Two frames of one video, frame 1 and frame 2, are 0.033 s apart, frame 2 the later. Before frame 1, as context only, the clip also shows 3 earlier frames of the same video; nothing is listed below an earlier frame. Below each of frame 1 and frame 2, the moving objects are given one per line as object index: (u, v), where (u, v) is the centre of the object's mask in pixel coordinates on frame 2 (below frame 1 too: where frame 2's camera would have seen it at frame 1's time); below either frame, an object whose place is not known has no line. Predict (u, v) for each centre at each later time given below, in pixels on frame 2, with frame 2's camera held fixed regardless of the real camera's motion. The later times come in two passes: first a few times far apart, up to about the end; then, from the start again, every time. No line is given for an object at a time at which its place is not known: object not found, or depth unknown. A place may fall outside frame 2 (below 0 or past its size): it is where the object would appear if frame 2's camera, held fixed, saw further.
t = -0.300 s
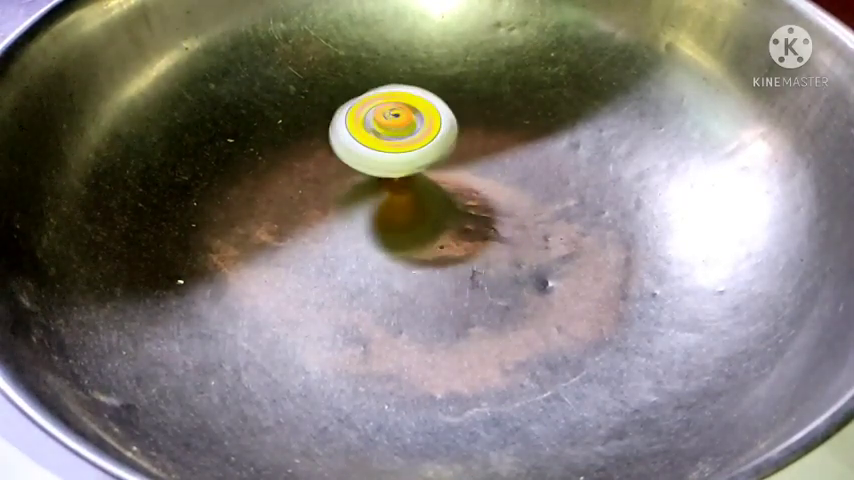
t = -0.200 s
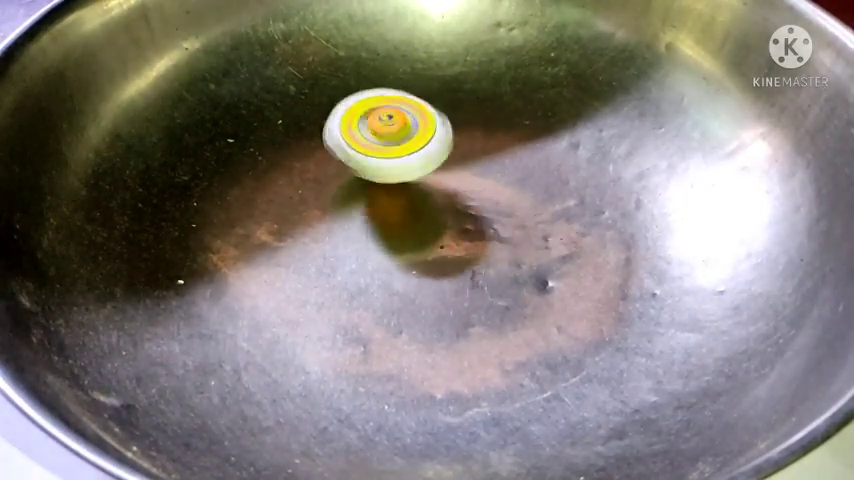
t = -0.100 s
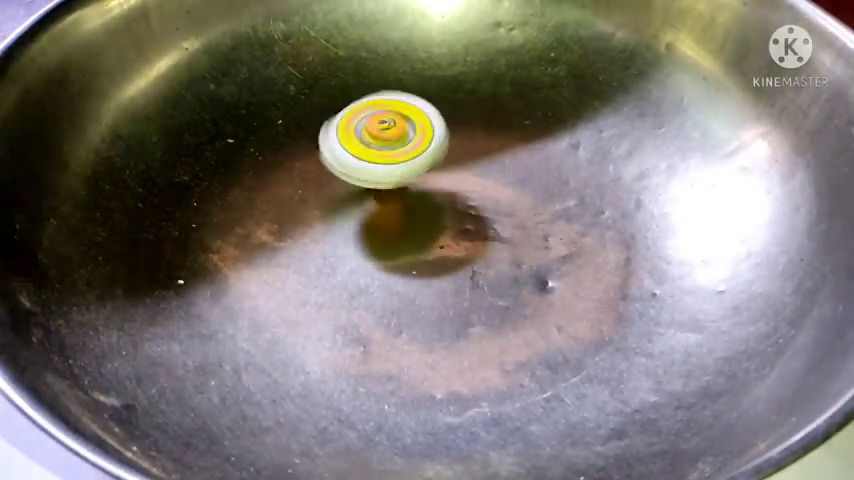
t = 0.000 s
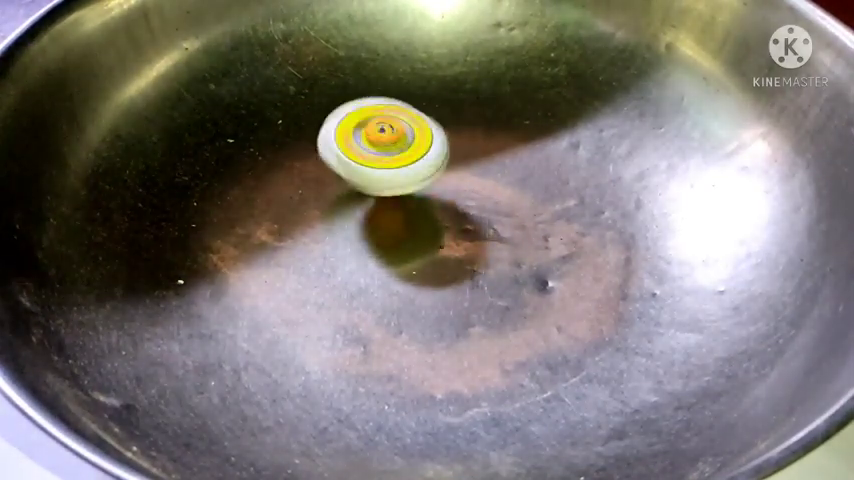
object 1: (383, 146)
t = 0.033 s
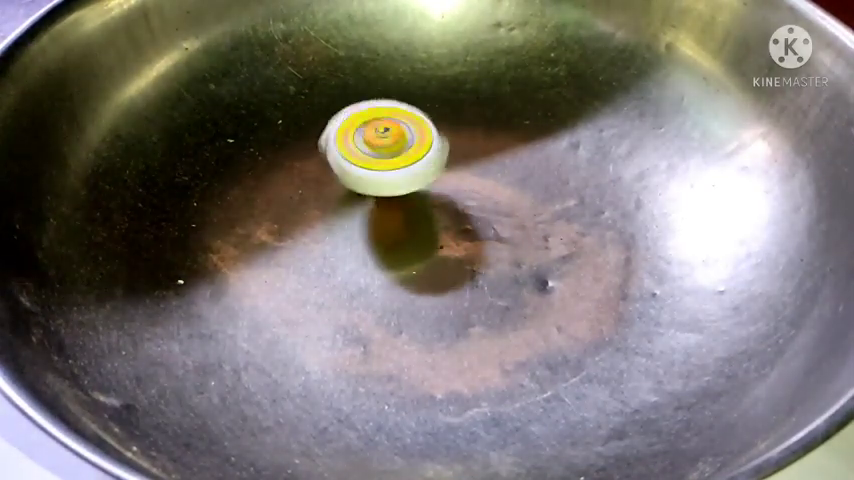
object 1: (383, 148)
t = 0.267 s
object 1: (387, 153)
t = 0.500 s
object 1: (390, 149)
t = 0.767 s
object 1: (392, 140)
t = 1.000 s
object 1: (394, 134)
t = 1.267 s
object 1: (402, 138)
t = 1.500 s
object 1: (416, 141)
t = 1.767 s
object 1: (421, 137)
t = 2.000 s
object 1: (403, 133)
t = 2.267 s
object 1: (377, 135)
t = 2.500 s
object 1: (362, 146)
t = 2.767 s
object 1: (358, 156)
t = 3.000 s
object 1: (361, 161)
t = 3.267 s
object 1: (370, 162)
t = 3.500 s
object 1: (380, 158)
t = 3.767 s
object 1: (396, 148)
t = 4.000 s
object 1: (407, 133)
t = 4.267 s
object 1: (406, 128)
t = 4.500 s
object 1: (403, 132)
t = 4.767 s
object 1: (394, 145)
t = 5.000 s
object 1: (378, 145)
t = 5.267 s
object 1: (368, 142)
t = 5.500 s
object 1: (384, 137)
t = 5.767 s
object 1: (404, 144)
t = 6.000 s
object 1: (414, 153)
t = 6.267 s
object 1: (406, 145)
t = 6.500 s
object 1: (406, 129)
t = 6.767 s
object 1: (416, 124)
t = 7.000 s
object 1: (412, 132)
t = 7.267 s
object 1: (388, 135)
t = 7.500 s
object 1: (377, 124)
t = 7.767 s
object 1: (384, 127)
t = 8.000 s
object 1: (379, 143)
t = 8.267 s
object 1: (357, 147)
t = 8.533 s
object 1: (353, 136)
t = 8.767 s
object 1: (370, 146)
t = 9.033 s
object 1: (364, 162)
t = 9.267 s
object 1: (348, 156)
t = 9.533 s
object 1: (365, 151)
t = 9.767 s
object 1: (381, 162)
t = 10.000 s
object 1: (370, 161)
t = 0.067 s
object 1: (382, 150)
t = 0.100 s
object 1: (384, 152)
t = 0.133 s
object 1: (384, 153)
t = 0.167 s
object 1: (384, 154)
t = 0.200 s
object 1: (387, 155)
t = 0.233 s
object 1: (386, 153)
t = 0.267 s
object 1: (387, 153)
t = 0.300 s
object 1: (385, 154)
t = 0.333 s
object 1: (387, 154)
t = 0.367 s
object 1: (386, 152)
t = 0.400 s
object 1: (387, 153)
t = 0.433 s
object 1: (388, 152)
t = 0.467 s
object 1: (389, 151)
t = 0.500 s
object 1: (390, 149)
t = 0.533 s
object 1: (389, 147)
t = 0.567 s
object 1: (390, 147)
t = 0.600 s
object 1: (389, 144)
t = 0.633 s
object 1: (390, 143)
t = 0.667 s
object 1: (390, 141)
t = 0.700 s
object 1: (391, 141)
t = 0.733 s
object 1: (392, 139)
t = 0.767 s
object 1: (392, 140)
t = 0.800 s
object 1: (392, 137)
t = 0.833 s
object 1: (392, 133)
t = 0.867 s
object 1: (392, 135)
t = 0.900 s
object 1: (392, 134)
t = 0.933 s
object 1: (393, 134)
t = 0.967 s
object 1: (393, 133)
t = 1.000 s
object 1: (394, 134)
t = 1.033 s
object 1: (394, 132)
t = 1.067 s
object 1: (396, 133)
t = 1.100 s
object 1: (396, 133)
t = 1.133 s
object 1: (398, 135)
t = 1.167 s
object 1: (398, 134)
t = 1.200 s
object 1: (399, 137)
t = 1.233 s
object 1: (400, 137)
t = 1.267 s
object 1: (402, 138)
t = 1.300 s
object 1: (404, 138)
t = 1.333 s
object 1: (405, 140)
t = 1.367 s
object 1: (408, 140)
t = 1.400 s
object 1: (409, 141)
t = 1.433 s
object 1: (412, 141)
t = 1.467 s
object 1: (414, 141)
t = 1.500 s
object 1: (416, 141)
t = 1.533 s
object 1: (417, 141)
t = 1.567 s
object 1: (419, 141)
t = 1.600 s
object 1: (420, 140)
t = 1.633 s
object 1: (421, 140)
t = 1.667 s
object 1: (421, 139)
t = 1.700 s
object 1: (422, 138)
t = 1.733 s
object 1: (421, 138)
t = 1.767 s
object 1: (421, 137)
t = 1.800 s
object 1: (419, 136)
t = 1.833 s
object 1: (417, 135)
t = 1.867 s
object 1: (415, 134)
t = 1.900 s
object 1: (412, 134)
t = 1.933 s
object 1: (409, 133)
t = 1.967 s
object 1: (406, 133)
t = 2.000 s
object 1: (403, 133)
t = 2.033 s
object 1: (400, 133)
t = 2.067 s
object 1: (396, 134)
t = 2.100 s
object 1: (394, 131)
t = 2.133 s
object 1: (390, 132)
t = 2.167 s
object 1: (387, 132)
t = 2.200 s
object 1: (383, 133)
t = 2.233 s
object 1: (380, 134)
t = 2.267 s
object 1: (377, 135)
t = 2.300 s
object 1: (374, 137)
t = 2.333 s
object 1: (372, 138)
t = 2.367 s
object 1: (368, 140)
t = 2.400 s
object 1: (368, 141)
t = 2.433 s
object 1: (366, 142)
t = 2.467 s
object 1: (362, 144)
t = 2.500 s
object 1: (362, 146)
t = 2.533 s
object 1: (360, 147)
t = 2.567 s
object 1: (360, 149)
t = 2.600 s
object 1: (359, 150)
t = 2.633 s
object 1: (359, 152)
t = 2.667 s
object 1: (358, 153)
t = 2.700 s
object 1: (358, 154)
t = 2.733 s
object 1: (358, 155)
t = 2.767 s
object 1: (358, 156)
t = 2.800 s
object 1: (357, 157)
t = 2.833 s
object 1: (358, 157)
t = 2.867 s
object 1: (358, 158)
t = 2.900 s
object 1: (359, 159)
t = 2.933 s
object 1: (359, 159)
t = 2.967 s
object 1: (359, 160)
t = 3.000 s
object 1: (361, 161)
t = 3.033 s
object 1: (361, 161)
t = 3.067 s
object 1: (362, 162)
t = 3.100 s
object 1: (363, 162)
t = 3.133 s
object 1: (365, 163)
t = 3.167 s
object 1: (365, 162)
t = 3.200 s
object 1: (368, 163)
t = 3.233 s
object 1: (368, 162)
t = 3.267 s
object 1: (370, 162)
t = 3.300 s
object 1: (370, 161)
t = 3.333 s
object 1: (372, 161)
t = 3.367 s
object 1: (374, 164)
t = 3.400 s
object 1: (376, 163)
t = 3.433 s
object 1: (377, 162)
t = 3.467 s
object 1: (378, 159)
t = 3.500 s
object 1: (380, 158)
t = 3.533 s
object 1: (382, 159)
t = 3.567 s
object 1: (385, 157)
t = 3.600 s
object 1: (386, 155)
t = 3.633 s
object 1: (389, 155)
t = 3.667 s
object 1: (390, 154)
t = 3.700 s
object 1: (393, 152)
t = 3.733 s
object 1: (395, 150)
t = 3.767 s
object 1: (396, 148)
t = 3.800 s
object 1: (400, 147)
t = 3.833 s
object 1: (400, 144)
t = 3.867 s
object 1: (404, 142)
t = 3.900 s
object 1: (405, 139)
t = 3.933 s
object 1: (407, 135)
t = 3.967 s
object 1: (407, 135)
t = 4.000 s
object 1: (407, 133)
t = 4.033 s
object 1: (408, 134)
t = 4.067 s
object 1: (407, 131)
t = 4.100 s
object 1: (407, 127)
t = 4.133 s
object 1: (406, 126)
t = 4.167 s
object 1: (406, 127)
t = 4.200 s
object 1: (407, 127)
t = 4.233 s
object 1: (407, 124)
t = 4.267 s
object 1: (406, 128)
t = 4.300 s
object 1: (406, 128)
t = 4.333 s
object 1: (406, 128)
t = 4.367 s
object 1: (405, 128)
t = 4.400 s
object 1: (405, 130)
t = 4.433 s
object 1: (403, 130)
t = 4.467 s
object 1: (404, 133)
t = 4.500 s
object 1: (403, 132)
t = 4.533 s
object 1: (402, 134)
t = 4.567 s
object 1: (400, 136)
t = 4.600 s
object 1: (399, 139)
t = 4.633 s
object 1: (399, 141)
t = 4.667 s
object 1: (396, 143)
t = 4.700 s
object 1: (396, 143)
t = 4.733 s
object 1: (395, 143)
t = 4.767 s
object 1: (394, 145)
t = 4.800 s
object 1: (391, 146)
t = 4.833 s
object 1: (388, 148)
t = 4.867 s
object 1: (386, 147)
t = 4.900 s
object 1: (384, 148)
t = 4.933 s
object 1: (383, 147)
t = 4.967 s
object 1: (380, 146)
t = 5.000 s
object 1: (378, 145)
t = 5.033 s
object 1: (375, 145)
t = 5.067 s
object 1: (374, 147)
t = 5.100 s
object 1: (372, 144)
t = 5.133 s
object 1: (369, 142)
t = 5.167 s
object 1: (369, 141)
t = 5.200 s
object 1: (370, 140)
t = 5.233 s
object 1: (370, 140)
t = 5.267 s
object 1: (368, 142)
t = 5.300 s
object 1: (368, 137)
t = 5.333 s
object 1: (371, 136)
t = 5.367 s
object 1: (373, 135)
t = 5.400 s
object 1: (376, 136)
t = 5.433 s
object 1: (376, 135)
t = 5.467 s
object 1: (379, 134)
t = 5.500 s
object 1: (384, 137)
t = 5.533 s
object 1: (386, 136)
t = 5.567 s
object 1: (388, 137)
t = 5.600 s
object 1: (390, 137)
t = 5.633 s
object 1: (393, 137)
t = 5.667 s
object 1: (396, 140)
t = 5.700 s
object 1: (402, 143)
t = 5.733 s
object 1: (402, 144)
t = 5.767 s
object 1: (404, 144)
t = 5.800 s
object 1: (408, 146)
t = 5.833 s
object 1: (409, 148)
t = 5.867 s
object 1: (413, 150)
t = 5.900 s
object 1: (412, 149)
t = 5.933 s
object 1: (413, 151)
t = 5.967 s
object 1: (415, 152)
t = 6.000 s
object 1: (414, 153)
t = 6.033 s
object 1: (414, 152)
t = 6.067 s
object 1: (412, 151)
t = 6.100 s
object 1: (412, 152)
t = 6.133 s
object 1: (412, 152)
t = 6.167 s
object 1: (408, 151)
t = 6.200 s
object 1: (407, 147)
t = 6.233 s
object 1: (406, 145)
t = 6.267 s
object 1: (406, 145)
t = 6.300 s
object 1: (407, 144)
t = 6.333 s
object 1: (404, 141)
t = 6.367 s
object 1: (405, 139)
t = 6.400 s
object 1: (405, 136)
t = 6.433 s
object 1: (405, 133)
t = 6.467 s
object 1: (406, 132)
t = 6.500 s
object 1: (406, 129)
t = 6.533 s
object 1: (408, 126)
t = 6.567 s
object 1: (408, 127)
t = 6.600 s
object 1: (410, 127)
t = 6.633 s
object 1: (412, 124)
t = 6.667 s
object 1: (413, 123)
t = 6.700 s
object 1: (414, 125)
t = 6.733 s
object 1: (415, 121)
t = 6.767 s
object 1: (416, 124)
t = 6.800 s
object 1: (418, 123)
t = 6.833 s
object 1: (418, 124)
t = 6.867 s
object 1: (417, 129)
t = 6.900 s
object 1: (416, 130)
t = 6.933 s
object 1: (414, 129)
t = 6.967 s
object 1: (415, 131)
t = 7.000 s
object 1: (412, 132)
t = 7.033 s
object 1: (408, 134)
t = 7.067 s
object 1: (406, 136)
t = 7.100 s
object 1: (402, 137)
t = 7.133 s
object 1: (400, 138)
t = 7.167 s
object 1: (397, 138)
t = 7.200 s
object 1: (393, 137)
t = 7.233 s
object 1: (391, 137)
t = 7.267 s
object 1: (388, 135)
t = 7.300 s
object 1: (384, 134)
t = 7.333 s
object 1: (383, 133)
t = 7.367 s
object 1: (380, 134)
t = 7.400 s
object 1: (380, 130)
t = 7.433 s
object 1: (377, 128)
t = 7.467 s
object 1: (376, 126)
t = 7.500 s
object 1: (377, 124)
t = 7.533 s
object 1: (377, 122)
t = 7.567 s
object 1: (376, 121)
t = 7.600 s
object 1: (378, 122)
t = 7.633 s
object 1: (378, 121)
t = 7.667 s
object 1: (380, 121)
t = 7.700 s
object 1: (380, 122)
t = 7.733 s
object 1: (382, 124)
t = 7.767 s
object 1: (384, 127)
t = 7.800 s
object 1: (383, 128)
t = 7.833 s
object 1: (382, 133)
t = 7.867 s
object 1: (384, 136)
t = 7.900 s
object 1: (384, 136)
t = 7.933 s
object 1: (384, 138)
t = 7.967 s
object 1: (381, 141)
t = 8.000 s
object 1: (379, 143)
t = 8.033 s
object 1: (379, 145)
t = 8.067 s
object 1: (377, 146)
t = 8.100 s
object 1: (373, 147)
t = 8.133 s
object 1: (371, 149)
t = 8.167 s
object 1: (367, 149)
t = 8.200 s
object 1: (363, 149)
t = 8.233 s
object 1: (360, 148)
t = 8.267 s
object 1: (357, 147)
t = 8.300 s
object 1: (355, 147)
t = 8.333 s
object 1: (352, 145)
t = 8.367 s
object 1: (351, 144)
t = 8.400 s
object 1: (351, 143)
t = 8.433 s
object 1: (350, 141)
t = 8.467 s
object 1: (349, 139)
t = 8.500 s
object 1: (352, 138)
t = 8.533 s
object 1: (353, 136)
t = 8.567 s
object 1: (355, 137)
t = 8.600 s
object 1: (357, 139)
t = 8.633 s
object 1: (358, 140)
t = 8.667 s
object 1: (360, 140)
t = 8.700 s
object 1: (364, 141)
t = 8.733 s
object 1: (366, 143)
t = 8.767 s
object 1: (370, 146)
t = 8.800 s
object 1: (371, 149)
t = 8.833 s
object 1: (370, 152)
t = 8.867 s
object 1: (372, 153)
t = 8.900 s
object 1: (372, 155)
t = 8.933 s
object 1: (371, 157)
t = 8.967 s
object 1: (369, 159)
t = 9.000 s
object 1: (367, 160)
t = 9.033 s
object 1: (364, 162)
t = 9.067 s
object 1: (359, 162)
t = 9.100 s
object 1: (356, 162)
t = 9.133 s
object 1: (355, 162)
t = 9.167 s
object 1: (352, 160)
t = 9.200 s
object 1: (350, 159)
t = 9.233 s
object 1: (351, 158)
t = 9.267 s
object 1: (348, 156)
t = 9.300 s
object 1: (347, 154)
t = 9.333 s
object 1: (350, 154)
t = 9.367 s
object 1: (349, 152)
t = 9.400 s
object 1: (352, 151)
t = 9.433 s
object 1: (356, 151)
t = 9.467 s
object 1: (358, 151)
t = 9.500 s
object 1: (361, 151)
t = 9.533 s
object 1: (365, 151)
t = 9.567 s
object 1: (368, 152)
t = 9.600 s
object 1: (371, 153)
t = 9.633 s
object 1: (376, 155)
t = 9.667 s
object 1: (378, 157)
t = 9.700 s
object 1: (378, 159)
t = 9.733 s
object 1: (380, 161)
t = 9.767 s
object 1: (381, 162)
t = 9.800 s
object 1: (379, 163)
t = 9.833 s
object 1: (380, 164)
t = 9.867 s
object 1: (379, 164)
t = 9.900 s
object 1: (375, 164)
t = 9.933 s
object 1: (375, 164)
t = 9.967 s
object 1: (372, 163)
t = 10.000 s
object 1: (370, 161)
